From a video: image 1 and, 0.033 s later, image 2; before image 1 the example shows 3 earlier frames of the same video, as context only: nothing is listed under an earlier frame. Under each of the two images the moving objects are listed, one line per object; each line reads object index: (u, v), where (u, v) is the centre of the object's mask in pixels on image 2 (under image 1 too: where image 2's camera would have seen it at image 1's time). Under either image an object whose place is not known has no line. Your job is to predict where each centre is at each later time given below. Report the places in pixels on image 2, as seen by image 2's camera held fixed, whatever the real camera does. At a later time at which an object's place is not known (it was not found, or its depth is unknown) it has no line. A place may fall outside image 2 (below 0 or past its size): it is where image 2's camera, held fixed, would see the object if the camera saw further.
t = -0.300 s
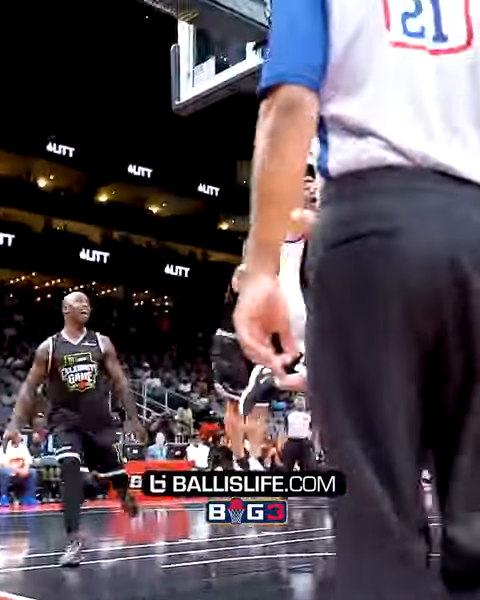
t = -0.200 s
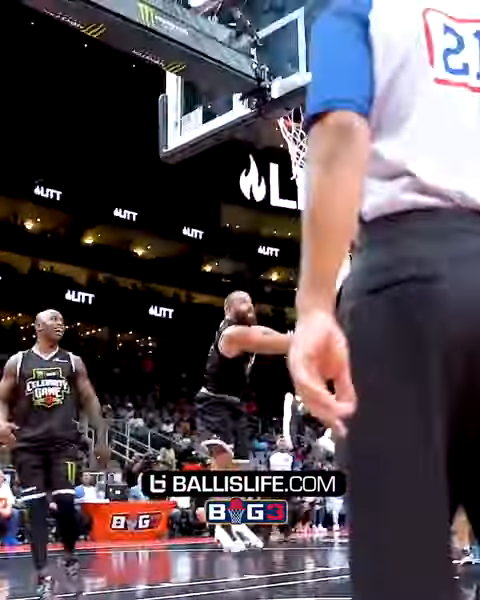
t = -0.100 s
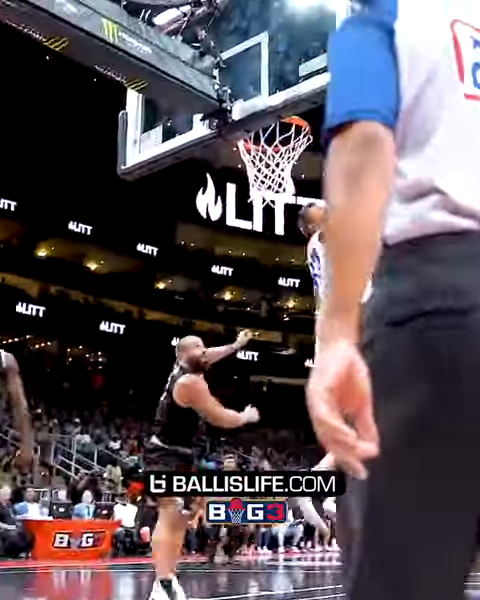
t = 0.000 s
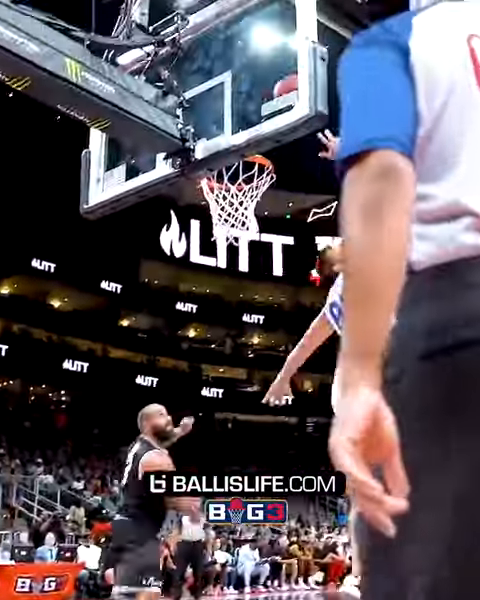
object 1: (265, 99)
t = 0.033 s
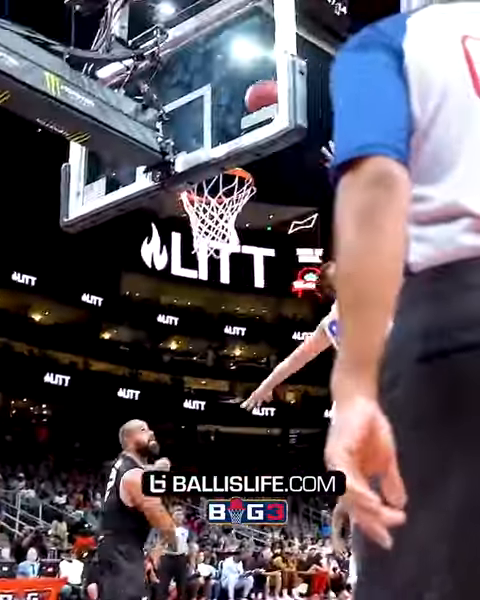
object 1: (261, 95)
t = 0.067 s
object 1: (257, 91)
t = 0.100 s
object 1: (250, 87)
